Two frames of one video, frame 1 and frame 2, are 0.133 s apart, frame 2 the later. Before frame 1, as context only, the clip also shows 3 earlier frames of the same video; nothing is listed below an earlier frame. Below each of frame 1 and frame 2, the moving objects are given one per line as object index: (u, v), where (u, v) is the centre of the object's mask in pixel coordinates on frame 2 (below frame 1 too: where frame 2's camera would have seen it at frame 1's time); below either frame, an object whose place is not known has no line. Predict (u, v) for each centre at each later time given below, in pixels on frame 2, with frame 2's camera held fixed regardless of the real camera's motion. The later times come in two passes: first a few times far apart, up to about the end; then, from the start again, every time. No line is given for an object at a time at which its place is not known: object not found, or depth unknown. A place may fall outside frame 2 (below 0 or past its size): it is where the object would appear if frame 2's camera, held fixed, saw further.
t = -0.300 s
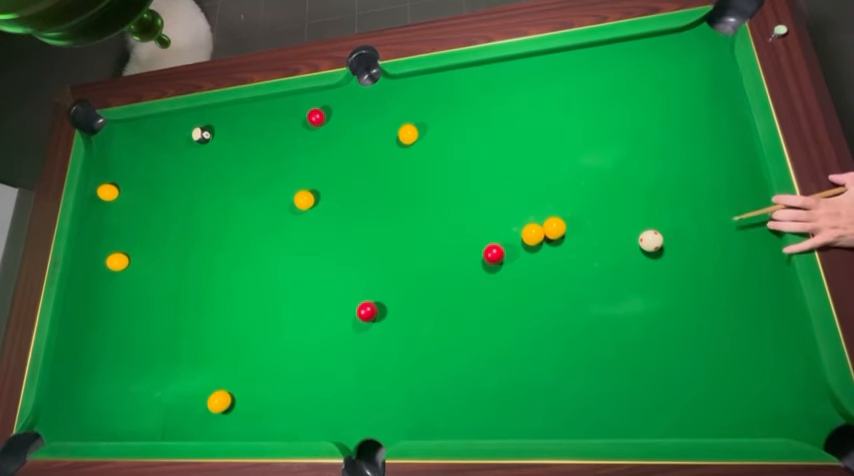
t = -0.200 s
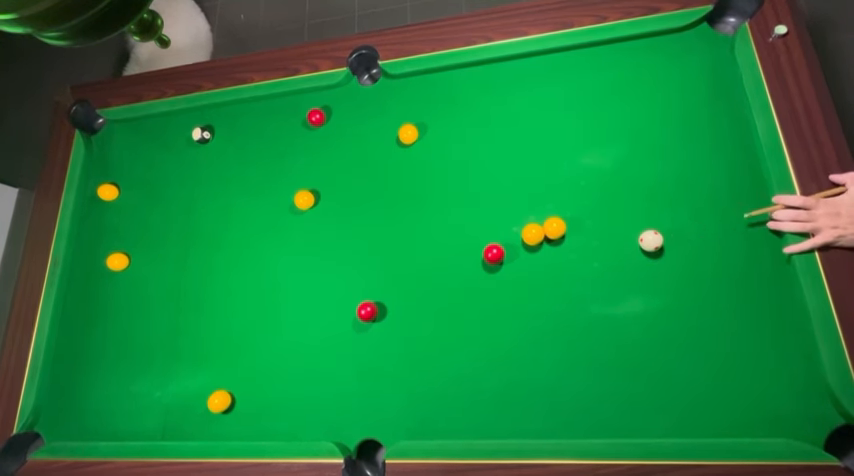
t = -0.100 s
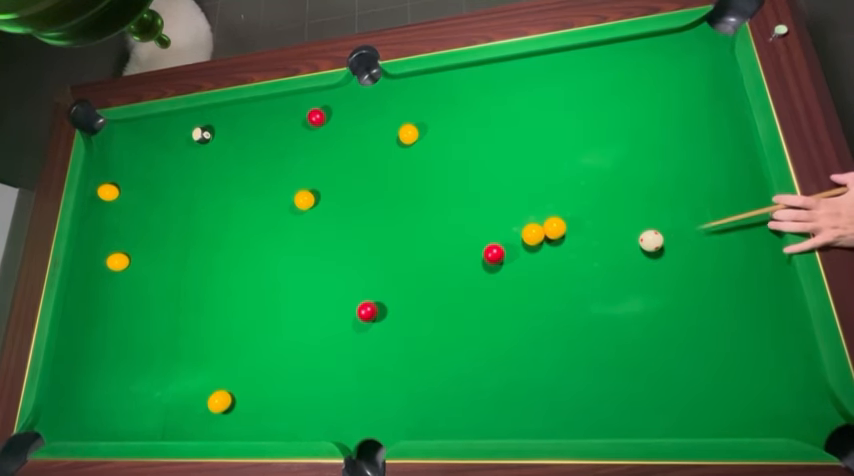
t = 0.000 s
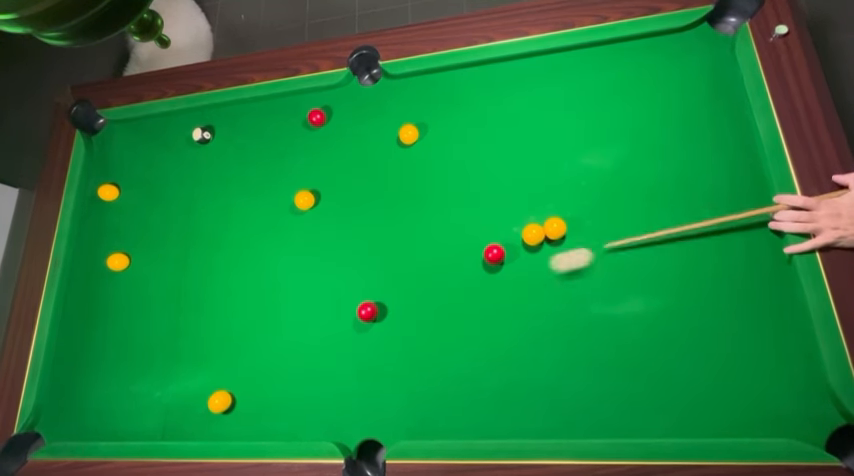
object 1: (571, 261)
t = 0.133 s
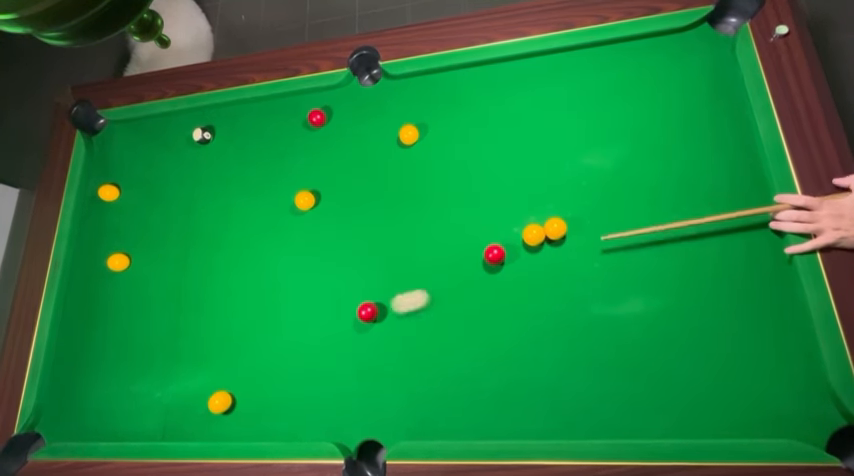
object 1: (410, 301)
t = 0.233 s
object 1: (390, 300)
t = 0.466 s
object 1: (398, 282)
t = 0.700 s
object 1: (405, 268)
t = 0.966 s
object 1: (410, 254)
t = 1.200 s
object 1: (414, 246)
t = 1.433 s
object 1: (417, 240)
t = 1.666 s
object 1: (419, 237)
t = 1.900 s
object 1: (419, 236)
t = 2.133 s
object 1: (419, 236)
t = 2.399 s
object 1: (419, 236)
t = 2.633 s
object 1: (419, 236)
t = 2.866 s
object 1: (419, 236)
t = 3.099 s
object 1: (419, 236)
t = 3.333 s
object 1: (419, 236)
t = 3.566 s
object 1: (419, 236)
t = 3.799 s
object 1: (419, 236)
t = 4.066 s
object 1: (419, 236)
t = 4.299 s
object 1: (419, 236)
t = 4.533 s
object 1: (419, 236)
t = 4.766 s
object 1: (419, 236)
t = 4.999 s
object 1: (419, 236)
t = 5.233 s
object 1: (419, 236)
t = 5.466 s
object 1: (419, 236)
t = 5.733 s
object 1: (419, 236)
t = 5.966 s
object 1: (419, 236)
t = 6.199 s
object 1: (419, 236)
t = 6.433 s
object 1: (419, 236)
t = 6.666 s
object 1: (419, 236)
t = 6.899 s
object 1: (419, 236)
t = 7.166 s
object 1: (419, 236)
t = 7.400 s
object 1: (419, 236)
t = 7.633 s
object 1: (419, 236)
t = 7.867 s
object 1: (419, 236)
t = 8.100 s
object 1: (419, 236)
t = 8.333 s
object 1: (419, 236)
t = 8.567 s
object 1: (419, 236)
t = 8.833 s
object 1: (419, 236)
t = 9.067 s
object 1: (419, 236)
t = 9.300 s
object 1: (419, 236)
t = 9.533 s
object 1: (419, 236)
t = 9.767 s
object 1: (419, 236)
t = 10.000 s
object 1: (419, 236)
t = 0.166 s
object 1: (387, 306)
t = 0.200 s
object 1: (389, 303)
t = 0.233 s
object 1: (390, 300)
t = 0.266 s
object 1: (391, 297)
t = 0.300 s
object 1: (392, 295)
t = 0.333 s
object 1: (393, 292)
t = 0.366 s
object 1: (395, 290)
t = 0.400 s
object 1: (396, 287)
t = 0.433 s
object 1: (397, 285)
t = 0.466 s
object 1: (398, 282)
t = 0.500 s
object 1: (399, 280)
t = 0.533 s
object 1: (400, 278)
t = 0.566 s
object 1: (401, 276)
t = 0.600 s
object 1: (402, 274)
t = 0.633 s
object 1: (403, 272)
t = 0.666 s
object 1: (403, 270)
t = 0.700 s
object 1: (405, 268)
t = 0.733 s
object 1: (405, 266)
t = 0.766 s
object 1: (406, 264)
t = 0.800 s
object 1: (407, 262)
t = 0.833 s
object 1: (408, 261)
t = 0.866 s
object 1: (409, 259)
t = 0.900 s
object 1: (409, 257)
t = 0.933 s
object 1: (410, 256)
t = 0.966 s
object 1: (410, 254)
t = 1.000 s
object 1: (411, 253)
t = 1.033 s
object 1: (412, 252)
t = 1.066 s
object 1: (412, 250)
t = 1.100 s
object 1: (413, 249)
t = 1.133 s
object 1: (413, 248)
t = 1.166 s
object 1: (414, 247)
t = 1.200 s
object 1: (414, 246)
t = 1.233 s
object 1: (415, 245)
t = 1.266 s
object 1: (415, 244)
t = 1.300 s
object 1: (416, 243)
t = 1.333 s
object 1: (416, 242)
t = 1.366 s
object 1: (416, 242)
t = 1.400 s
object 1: (417, 241)
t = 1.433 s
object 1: (417, 240)
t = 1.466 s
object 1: (417, 240)
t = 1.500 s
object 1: (417, 239)
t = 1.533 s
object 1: (418, 238)
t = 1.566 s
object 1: (418, 238)
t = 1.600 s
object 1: (418, 238)
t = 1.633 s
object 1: (418, 237)
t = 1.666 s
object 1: (419, 237)
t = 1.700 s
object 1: (419, 236)
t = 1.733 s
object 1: (419, 236)
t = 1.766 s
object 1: (419, 236)
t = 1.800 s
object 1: (419, 236)
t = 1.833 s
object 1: (419, 235)
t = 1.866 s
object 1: (419, 235)
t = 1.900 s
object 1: (419, 236)
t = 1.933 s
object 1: (419, 235)
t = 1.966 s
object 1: (419, 235)
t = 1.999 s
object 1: (420, 235)
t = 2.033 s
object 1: (419, 236)
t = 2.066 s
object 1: (419, 236)
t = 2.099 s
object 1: (419, 236)
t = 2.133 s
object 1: (419, 236)
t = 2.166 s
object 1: (419, 236)
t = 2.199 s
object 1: (419, 236)
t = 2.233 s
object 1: (419, 236)
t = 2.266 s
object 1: (419, 236)
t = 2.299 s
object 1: (419, 236)
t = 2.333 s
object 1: (419, 236)
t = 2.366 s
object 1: (419, 236)
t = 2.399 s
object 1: (419, 236)
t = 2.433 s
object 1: (419, 236)
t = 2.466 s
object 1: (419, 236)
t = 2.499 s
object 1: (419, 236)
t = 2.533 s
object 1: (419, 236)
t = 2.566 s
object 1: (419, 236)
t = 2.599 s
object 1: (419, 236)
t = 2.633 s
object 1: (419, 236)
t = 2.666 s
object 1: (419, 236)
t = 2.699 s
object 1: (419, 236)
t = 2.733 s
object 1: (419, 236)
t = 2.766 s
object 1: (419, 236)
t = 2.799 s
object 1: (419, 236)
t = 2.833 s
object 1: (419, 236)
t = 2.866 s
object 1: (419, 236)
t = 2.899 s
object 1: (419, 236)
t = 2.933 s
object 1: (419, 236)
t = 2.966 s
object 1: (419, 236)
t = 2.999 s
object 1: (419, 236)
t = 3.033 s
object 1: (419, 236)
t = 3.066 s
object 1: (419, 236)
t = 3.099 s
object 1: (419, 236)
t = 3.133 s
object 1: (419, 236)
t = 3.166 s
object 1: (419, 236)
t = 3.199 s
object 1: (419, 236)
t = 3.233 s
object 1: (419, 236)
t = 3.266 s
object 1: (419, 236)
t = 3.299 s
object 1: (419, 236)
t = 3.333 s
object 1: (419, 236)
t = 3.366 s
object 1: (419, 236)
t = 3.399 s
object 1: (419, 236)
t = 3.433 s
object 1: (419, 236)
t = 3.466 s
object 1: (419, 236)
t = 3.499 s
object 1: (419, 236)
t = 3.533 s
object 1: (419, 236)
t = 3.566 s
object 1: (419, 236)
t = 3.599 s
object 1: (419, 236)
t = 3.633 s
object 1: (419, 236)
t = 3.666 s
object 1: (419, 236)
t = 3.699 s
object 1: (419, 236)
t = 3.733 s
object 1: (419, 236)
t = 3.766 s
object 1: (419, 236)
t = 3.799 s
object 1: (419, 236)
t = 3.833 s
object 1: (419, 236)
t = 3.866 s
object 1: (419, 236)
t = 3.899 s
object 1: (419, 236)
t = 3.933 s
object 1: (419, 236)
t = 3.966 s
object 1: (419, 236)
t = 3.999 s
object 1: (419, 236)
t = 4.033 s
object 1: (419, 236)
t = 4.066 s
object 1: (419, 236)
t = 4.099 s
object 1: (419, 236)
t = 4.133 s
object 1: (419, 236)
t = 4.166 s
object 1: (419, 236)
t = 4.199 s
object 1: (419, 236)
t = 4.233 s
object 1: (419, 236)
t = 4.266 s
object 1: (419, 236)
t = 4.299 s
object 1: (419, 236)
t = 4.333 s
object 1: (419, 236)
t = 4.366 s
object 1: (419, 236)
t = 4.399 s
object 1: (419, 236)
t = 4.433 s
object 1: (419, 236)
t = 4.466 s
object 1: (419, 236)
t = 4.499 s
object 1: (419, 236)
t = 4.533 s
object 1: (419, 236)
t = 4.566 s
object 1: (419, 236)
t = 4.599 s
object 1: (419, 236)
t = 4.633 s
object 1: (419, 236)
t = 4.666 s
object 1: (419, 236)
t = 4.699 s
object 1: (419, 236)
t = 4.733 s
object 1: (419, 236)
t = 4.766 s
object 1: (419, 236)
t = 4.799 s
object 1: (419, 236)
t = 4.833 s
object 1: (419, 236)
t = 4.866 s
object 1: (419, 236)
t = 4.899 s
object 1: (419, 236)
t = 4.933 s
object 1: (419, 236)
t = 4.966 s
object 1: (419, 236)
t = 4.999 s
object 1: (419, 236)
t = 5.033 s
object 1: (419, 236)
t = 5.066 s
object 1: (419, 236)
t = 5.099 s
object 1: (419, 236)
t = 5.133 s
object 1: (419, 236)
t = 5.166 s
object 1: (419, 236)
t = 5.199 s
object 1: (419, 236)
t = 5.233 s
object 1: (419, 236)
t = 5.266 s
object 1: (419, 236)
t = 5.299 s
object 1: (419, 236)
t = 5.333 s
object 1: (419, 236)
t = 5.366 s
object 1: (419, 236)
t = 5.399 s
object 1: (419, 236)
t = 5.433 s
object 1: (419, 236)
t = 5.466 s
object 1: (419, 236)
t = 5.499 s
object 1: (419, 236)
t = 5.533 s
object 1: (419, 236)
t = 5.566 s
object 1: (419, 236)
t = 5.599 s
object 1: (419, 236)
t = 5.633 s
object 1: (419, 236)
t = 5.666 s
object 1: (419, 236)
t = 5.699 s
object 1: (419, 236)
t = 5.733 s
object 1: (419, 236)
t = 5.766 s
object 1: (419, 236)
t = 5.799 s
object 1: (419, 236)
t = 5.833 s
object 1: (419, 236)
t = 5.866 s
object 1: (419, 236)
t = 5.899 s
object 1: (419, 236)
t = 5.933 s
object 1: (419, 236)
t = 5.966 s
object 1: (419, 236)
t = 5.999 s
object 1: (419, 236)
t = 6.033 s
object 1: (419, 236)
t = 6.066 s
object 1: (419, 236)
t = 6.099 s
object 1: (419, 236)
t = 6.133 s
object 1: (419, 236)
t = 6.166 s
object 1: (419, 236)
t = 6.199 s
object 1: (419, 236)
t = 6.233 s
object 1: (419, 236)
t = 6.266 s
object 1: (419, 236)
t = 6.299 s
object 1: (419, 236)
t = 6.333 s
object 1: (419, 236)
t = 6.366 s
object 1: (419, 236)
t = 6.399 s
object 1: (419, 236)
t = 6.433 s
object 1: (419, 236)
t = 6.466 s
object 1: (419, 236)
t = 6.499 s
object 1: (419, 236)
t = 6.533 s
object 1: (419, 236)
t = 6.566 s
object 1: (419, 236)
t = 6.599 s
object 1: (419, 236)
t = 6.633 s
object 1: (419, 236)
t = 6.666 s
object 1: (419, 236)
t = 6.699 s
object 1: (419, 236)
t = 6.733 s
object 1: (419, 236)
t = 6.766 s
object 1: (419, 236)
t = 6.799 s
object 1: (419, 236)
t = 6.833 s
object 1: (419, 236)
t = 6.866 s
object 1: (419, 236)
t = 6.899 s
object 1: (419, 236)
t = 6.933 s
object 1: (419, 236)
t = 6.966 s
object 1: (419, 236)
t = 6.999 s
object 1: (419, 236)
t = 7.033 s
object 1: (419, 236)
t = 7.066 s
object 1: (419, 236)
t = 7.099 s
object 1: (419, 236)
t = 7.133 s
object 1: (419, 236)
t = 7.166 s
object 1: (419, 236)
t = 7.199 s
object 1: (419, 236)
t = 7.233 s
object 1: (419, 236)
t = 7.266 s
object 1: (419, 236)
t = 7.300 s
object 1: (419, 236)
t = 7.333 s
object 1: (419, 236)
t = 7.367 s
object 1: (419, 236)
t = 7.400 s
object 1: (419, 236)
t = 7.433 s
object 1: (419, 236)
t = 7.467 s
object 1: (419, 236)
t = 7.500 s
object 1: (419, 236)
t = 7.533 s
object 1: (419, 236)
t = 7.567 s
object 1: (419, 236)
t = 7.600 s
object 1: (419, 236)
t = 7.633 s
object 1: (419, 236)
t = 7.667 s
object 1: (419, 236)
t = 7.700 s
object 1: (419, 236)
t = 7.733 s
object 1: (419, 236)
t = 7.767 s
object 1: (419, 236)
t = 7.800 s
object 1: (419, 236)
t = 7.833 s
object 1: (419, 236)
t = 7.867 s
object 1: (419, 236)
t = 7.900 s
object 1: (419, 236)
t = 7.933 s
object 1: (419, 236)
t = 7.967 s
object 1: (419, 236)
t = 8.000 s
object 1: (419, 236)
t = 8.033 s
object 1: (419, 236)
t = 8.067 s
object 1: (419, 236)
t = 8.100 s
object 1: (419, 236)
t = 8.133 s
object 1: (419, 236)
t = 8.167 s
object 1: (419, 236)
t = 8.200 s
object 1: (419, 236)
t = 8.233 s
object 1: (419, 236)
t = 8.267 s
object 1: (419, 236)
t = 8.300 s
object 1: (419, 236)
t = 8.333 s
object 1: (419, 236)
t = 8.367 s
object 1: (419, 236)
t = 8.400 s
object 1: (419, 236)
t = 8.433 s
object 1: (419, 236)
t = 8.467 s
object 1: (419, 236)
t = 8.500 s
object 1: (419, 236)
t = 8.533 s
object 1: (419, 236)
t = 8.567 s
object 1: (419, 236)
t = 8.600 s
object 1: (419, 236)
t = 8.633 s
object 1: (419, 236)
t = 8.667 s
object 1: (419, 236)
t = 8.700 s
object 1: (419, 236)
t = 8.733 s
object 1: (419, 236)
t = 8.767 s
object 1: (419, 236)
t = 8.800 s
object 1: (419, 236)
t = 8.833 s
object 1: (419, 236)
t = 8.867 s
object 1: (419, 236)
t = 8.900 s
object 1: (419, 236)
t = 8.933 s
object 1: (419, 236)
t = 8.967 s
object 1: (419, 236)
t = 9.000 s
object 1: (419, 236)
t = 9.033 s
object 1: (419, 236)
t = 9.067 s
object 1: (419, 236)
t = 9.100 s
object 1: (419, 236)
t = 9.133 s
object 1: (419, 236)
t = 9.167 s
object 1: (419, 236)
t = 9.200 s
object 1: (419, 236)
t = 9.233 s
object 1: (419, 236)
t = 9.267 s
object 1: (419, 236)
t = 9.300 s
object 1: (419, 236)
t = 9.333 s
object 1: (419, 236)
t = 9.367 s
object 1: (419, 236)
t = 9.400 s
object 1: (419, 236)
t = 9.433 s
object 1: (419, 236)
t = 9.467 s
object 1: (419, 236)
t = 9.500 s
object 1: (419, 236)
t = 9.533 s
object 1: (419, 236)
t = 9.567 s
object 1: (419, 236)
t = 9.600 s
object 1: (419, 236)
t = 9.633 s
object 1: (419, 236)
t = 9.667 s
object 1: (419, 236)
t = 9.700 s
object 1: (419, 236)
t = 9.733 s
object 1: (419, 236)
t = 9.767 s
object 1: (419, 236)
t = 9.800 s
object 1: (419, 236)
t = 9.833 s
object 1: (419, 236)
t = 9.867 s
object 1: (419, 236)
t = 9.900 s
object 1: (419, 236)
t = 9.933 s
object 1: (419, 236)
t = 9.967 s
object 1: (419, 236)
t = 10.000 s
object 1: (419, 236)
